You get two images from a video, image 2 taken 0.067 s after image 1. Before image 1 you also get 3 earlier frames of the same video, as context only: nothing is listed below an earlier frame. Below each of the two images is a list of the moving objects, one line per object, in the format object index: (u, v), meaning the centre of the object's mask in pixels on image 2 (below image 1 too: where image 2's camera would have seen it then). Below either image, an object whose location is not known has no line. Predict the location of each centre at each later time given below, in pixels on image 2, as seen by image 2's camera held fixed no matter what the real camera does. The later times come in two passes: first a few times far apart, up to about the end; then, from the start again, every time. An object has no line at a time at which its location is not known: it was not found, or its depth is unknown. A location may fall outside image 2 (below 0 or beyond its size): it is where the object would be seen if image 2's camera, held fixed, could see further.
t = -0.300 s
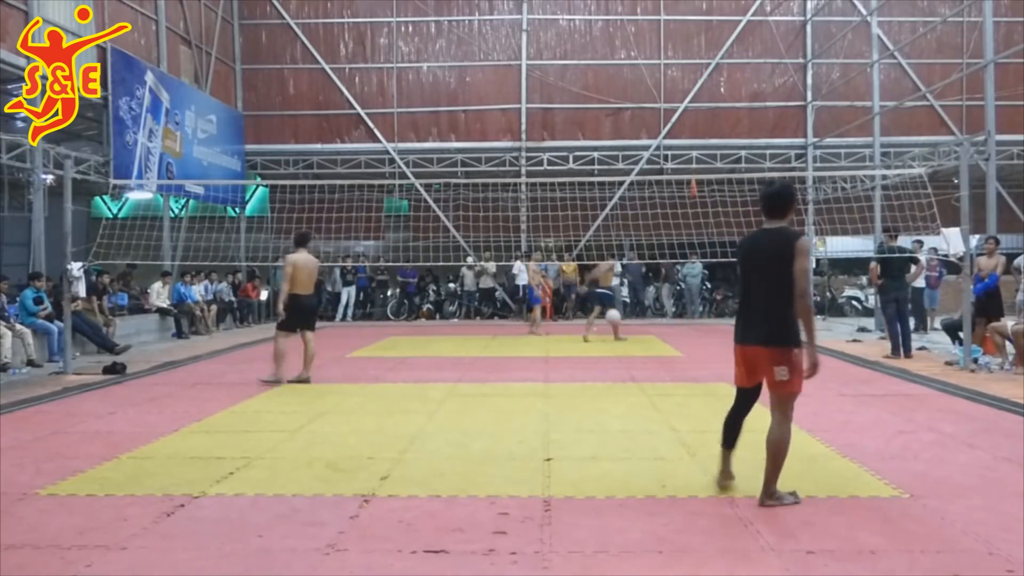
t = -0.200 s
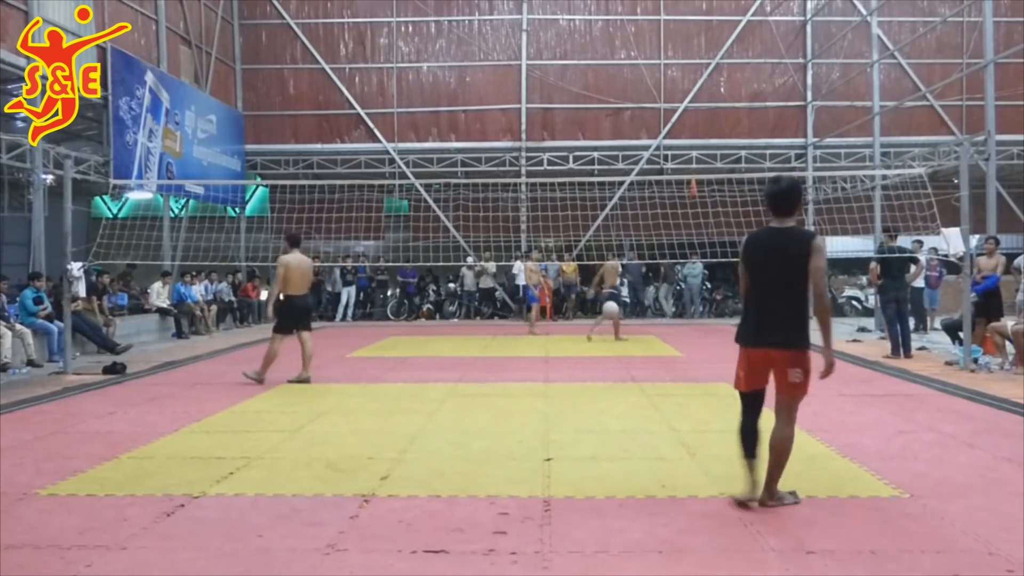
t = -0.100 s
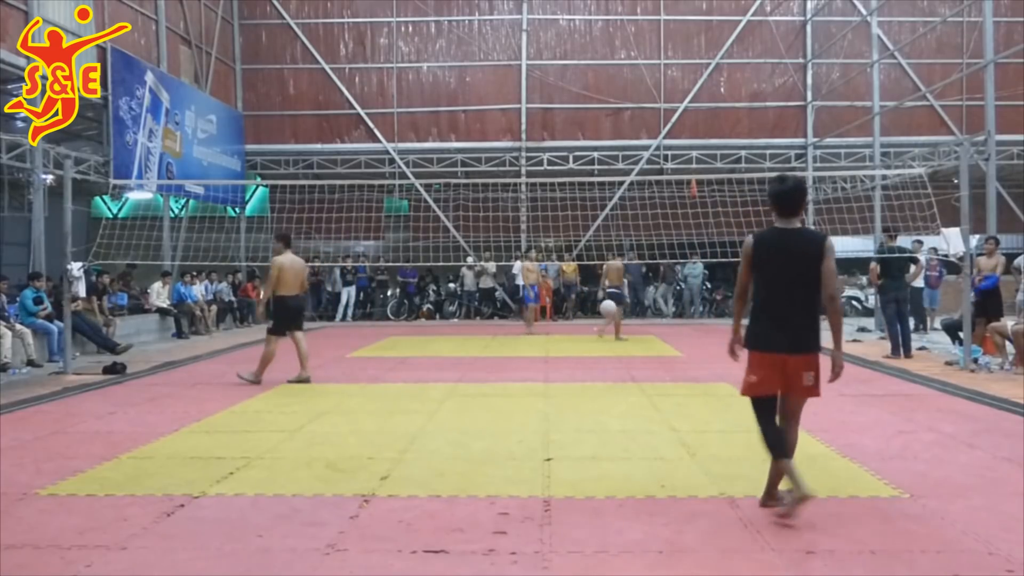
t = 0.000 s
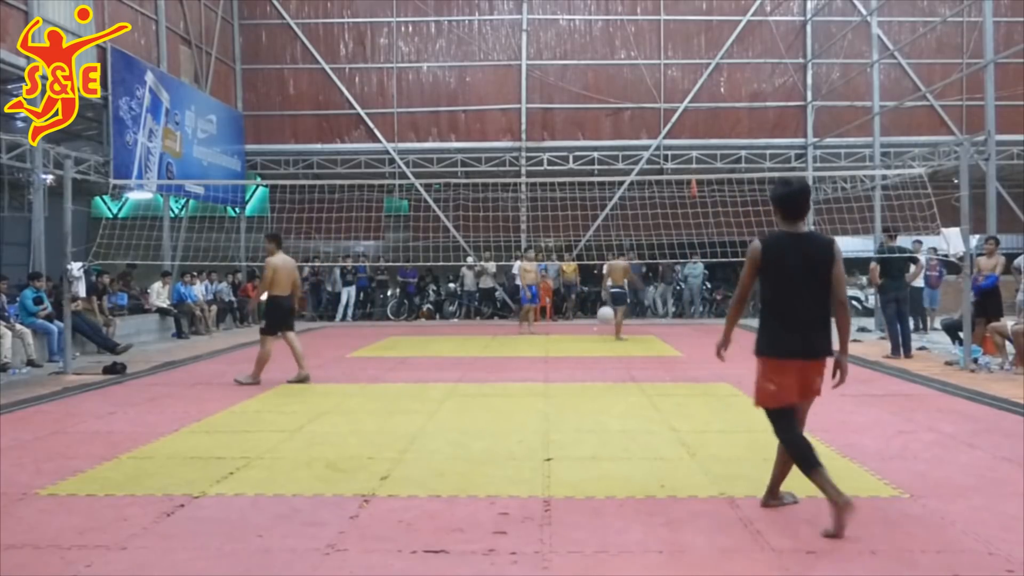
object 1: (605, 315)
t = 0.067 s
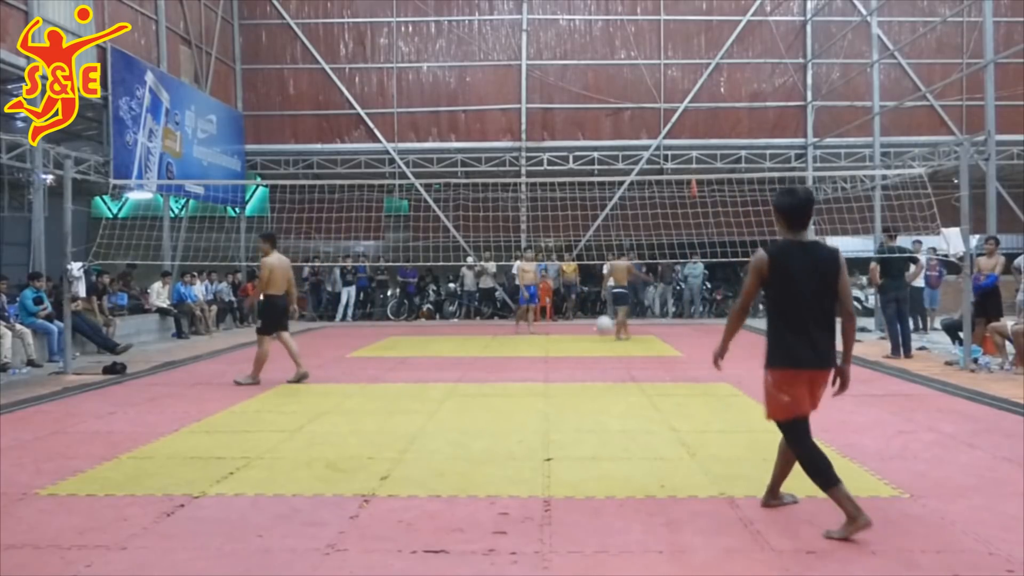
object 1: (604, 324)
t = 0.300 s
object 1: (598, 364)
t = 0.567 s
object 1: (591, 352)
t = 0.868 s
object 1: (580, 407)
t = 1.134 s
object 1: (568, 425)
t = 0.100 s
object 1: (603, 331)
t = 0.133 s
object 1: (602, 339)
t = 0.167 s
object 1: (601, 348)
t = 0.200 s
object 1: (600, 358)
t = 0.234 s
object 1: (599, 371)
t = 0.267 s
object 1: (598, 369)
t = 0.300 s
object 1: (598, 364)
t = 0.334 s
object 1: (597, 360)
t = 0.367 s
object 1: (597, 355)
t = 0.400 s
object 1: (595, 352)
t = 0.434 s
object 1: (595, 350)
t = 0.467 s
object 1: (594, 349)
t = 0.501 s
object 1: (593, 349)
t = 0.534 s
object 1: (592, 350)
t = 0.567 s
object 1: (591, 352)
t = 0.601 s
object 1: (590, 356)
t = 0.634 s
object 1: (589, 361)
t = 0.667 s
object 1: (588, 368)
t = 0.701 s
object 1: (586, 376)
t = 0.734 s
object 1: (585, 385)
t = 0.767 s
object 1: (584, 397)
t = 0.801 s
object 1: (582, 412)
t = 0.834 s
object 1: (581, 411)
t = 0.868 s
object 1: (580, 407)
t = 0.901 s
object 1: (578, 404)
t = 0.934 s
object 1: (577, 403)
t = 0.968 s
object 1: (576, 402)
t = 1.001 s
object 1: (574, 403)
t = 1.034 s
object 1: (573, 406)
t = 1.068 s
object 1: (572, 410)
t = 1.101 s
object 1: (570, 417)
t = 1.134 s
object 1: (568, 425)
